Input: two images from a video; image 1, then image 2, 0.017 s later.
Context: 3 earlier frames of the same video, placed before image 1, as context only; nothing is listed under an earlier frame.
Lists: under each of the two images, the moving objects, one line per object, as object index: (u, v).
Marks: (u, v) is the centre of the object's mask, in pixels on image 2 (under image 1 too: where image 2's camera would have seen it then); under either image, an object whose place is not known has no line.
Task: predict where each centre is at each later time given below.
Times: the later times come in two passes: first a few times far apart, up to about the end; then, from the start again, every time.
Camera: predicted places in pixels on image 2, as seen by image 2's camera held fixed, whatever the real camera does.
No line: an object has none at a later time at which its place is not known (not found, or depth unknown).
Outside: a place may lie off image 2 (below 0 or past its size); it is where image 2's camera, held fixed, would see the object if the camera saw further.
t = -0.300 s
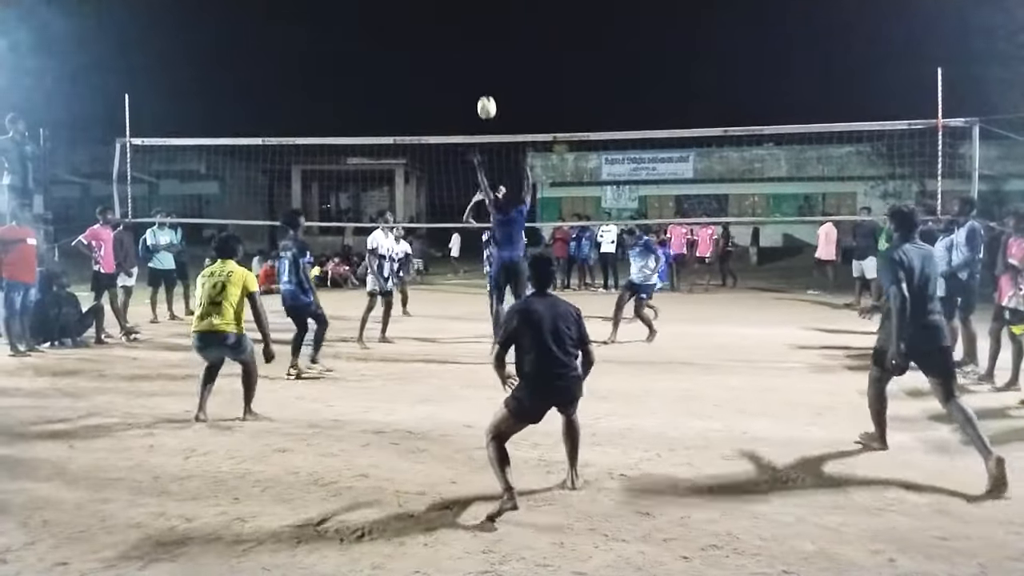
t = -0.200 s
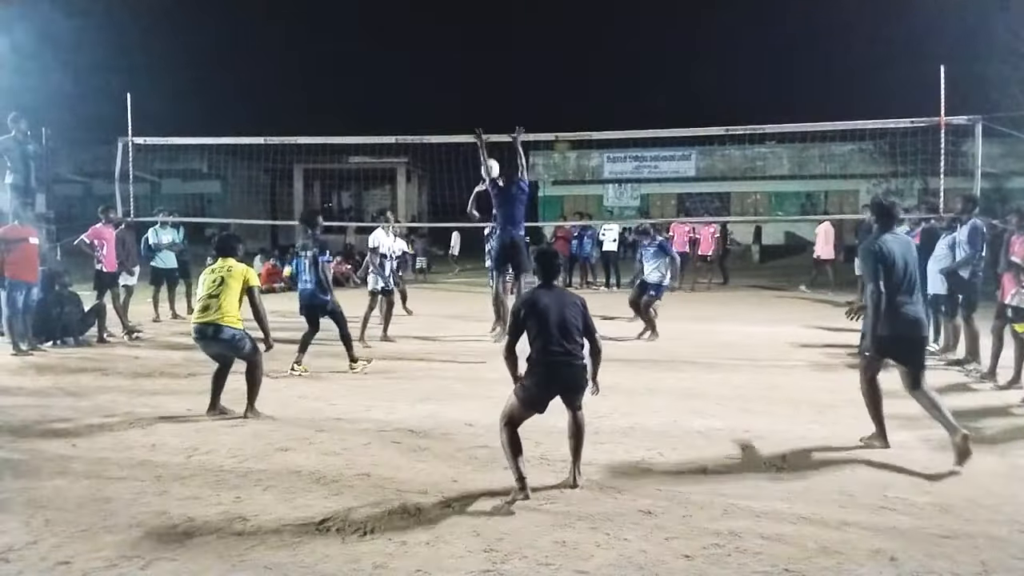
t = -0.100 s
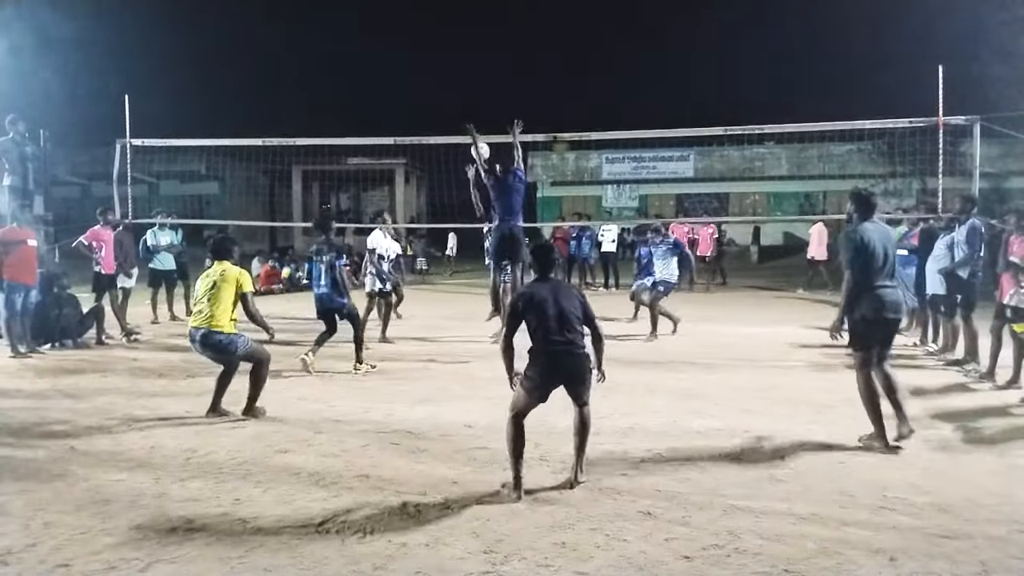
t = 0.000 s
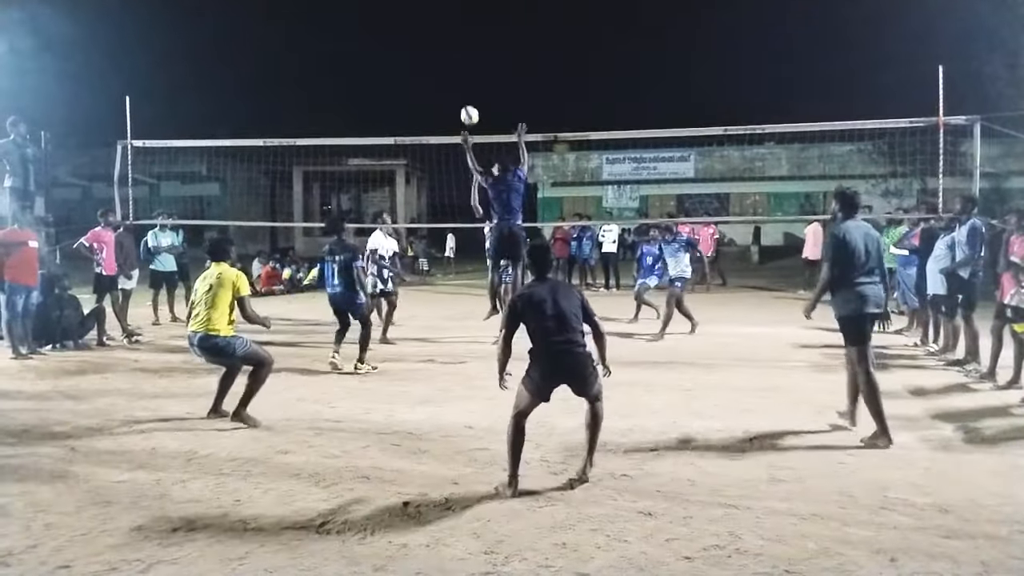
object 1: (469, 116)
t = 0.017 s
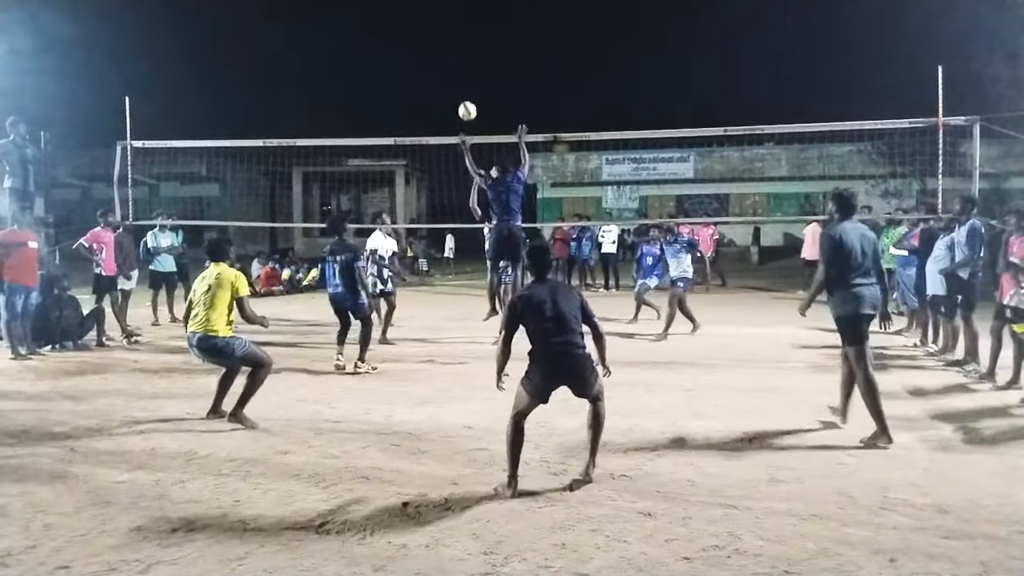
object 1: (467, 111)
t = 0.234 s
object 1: (443, 64)
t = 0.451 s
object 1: (420, 57)
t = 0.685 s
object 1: (398, 92)
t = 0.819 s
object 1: (386, 130)
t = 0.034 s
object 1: (465, 106)
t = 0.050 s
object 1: (463, 101)
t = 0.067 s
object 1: (462, 97)
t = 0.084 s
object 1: (460, 92)
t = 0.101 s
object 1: (458, 88)
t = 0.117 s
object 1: (456, 84)
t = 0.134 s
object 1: (454, 80)
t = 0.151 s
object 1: (452, 77)
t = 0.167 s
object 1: (450, 74)
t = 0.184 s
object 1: (449, 71)
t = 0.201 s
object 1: (447, 68)
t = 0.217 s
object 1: (445, 66)
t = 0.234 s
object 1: (443, 64)
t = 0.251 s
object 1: (441, 62)
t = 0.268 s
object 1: (439, 60)
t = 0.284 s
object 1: (438, 59)
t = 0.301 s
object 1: (436, 57)
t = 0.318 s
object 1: (434, 57)
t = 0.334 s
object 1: (432, 56)
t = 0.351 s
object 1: (431, 55)
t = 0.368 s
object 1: (429, 55)
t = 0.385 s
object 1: (427, 55)
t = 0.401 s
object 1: (425, 55)
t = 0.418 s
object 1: (424, 56)
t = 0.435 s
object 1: (422, 56)
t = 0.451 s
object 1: (420, 57)
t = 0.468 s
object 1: (419, 58)
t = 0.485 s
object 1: (417, 59)
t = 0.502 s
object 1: (415, 61)
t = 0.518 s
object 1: (414, 62)
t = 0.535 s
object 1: (412, 64)
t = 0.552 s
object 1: (411, 66)
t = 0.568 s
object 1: (409, 69)
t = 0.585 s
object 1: (407, 71)
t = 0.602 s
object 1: (406, 74)
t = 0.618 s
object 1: (404, 77)
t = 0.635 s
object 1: (403, 81)
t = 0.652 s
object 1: (401, 84)
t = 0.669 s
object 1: (400, 88)
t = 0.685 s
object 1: (398, 92)
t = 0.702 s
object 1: (396, 96)
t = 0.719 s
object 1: (395, 100)
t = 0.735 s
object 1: (394, 104)
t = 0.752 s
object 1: (392, 109)
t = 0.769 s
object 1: (391, 115)
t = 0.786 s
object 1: (389, 120)
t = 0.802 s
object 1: (388, 125)
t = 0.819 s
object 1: (386, 130)
